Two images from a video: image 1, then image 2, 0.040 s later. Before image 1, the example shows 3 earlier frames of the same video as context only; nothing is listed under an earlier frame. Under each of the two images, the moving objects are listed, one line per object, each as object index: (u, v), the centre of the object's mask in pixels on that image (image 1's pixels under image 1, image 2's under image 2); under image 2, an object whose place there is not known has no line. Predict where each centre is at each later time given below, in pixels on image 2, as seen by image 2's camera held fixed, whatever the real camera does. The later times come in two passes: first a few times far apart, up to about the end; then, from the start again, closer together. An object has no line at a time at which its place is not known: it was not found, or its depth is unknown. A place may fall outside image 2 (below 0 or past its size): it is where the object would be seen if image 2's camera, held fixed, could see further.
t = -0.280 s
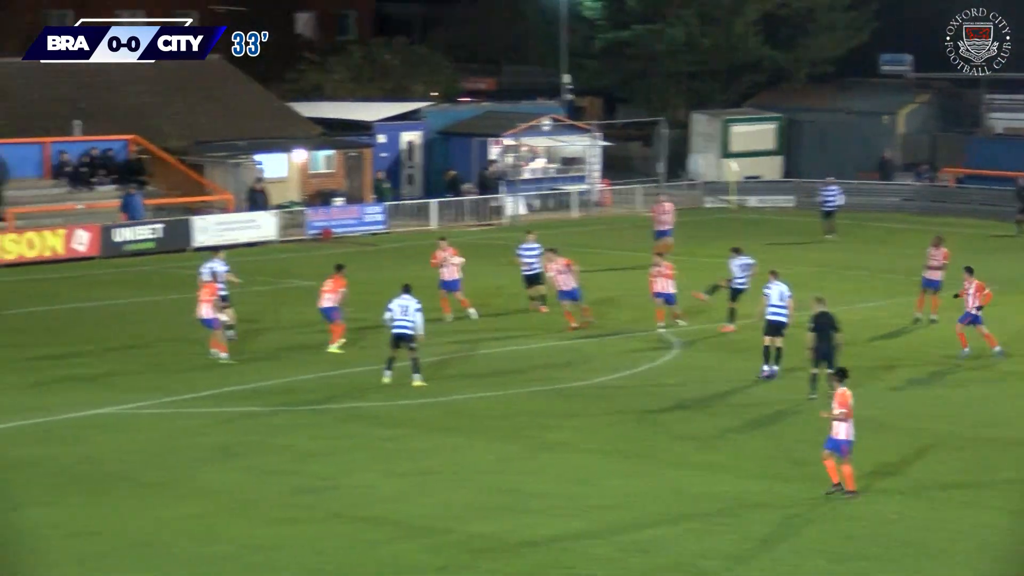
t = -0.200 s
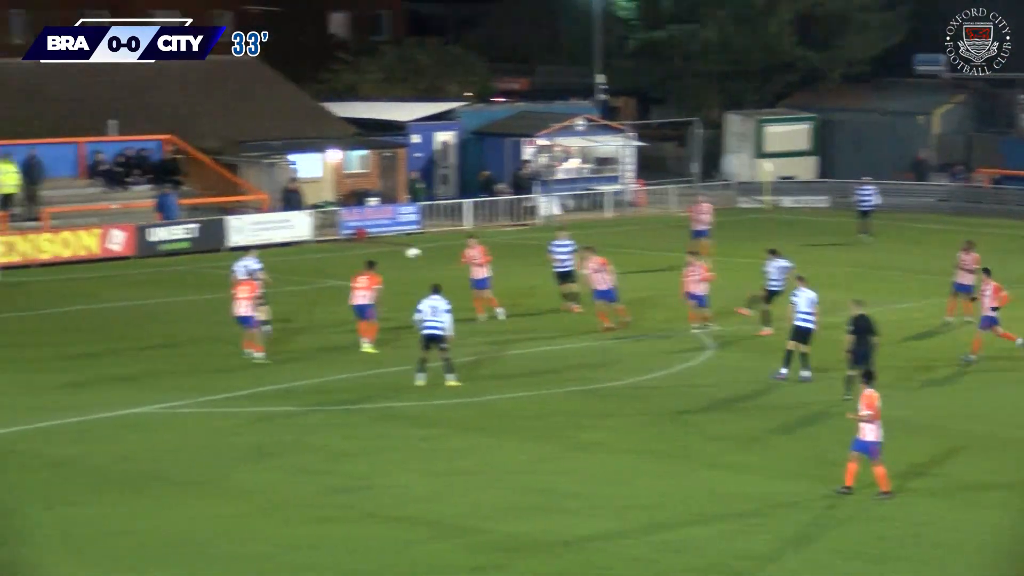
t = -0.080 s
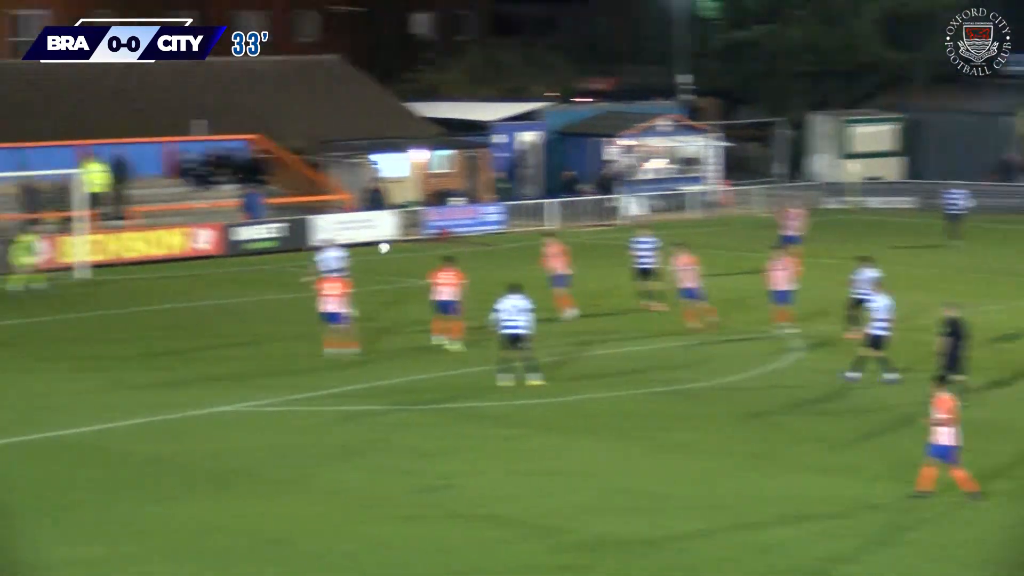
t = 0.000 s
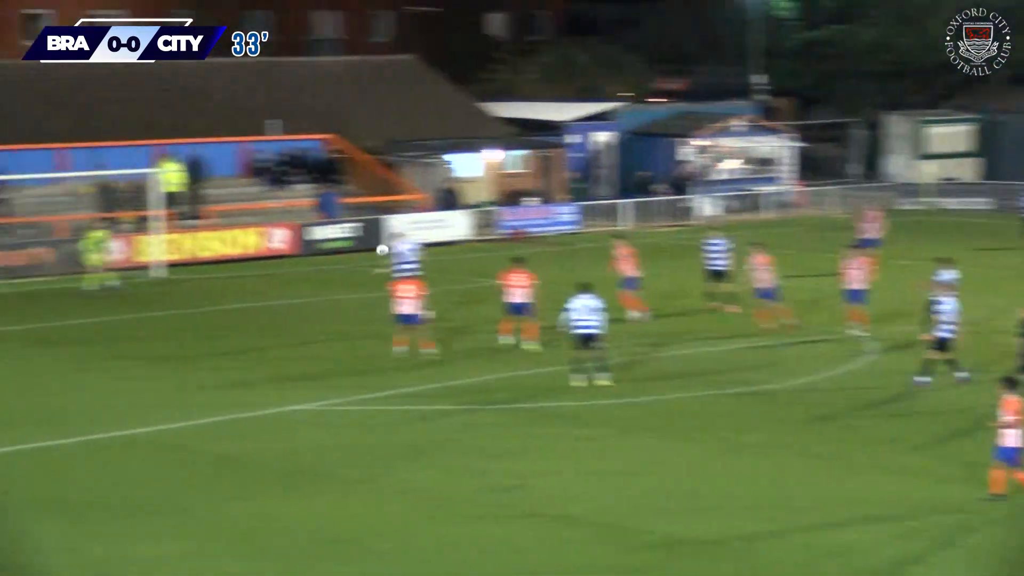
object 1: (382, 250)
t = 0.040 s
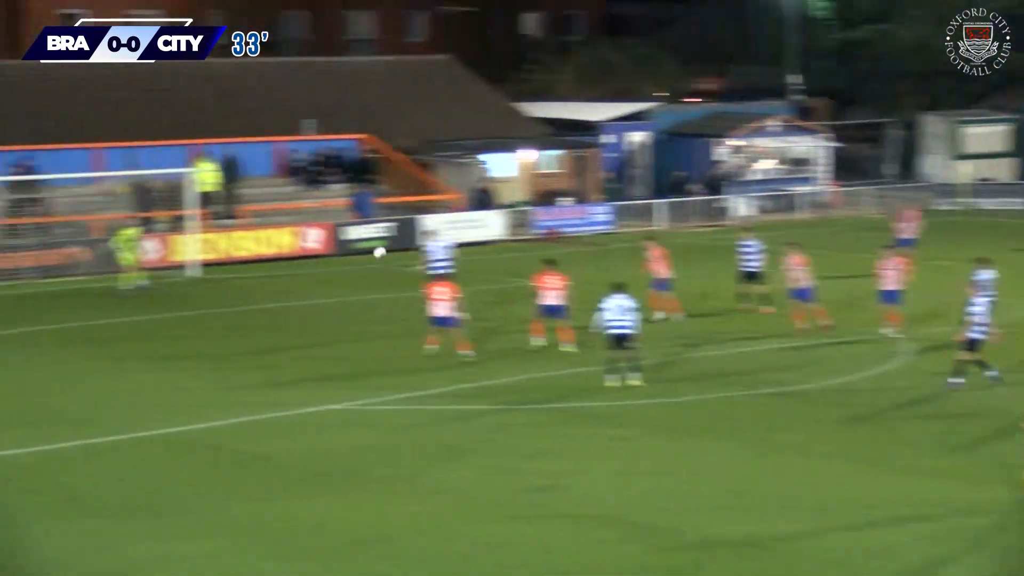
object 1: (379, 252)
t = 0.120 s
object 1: (306, 261)
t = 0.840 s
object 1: (-274, 302)
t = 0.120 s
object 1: (306, 261)
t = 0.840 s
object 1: (-274, 302)
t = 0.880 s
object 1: (-303, 303)
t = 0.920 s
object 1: (-332, 305)
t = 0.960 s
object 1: (-362, 309)
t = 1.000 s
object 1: (-391, 313)
